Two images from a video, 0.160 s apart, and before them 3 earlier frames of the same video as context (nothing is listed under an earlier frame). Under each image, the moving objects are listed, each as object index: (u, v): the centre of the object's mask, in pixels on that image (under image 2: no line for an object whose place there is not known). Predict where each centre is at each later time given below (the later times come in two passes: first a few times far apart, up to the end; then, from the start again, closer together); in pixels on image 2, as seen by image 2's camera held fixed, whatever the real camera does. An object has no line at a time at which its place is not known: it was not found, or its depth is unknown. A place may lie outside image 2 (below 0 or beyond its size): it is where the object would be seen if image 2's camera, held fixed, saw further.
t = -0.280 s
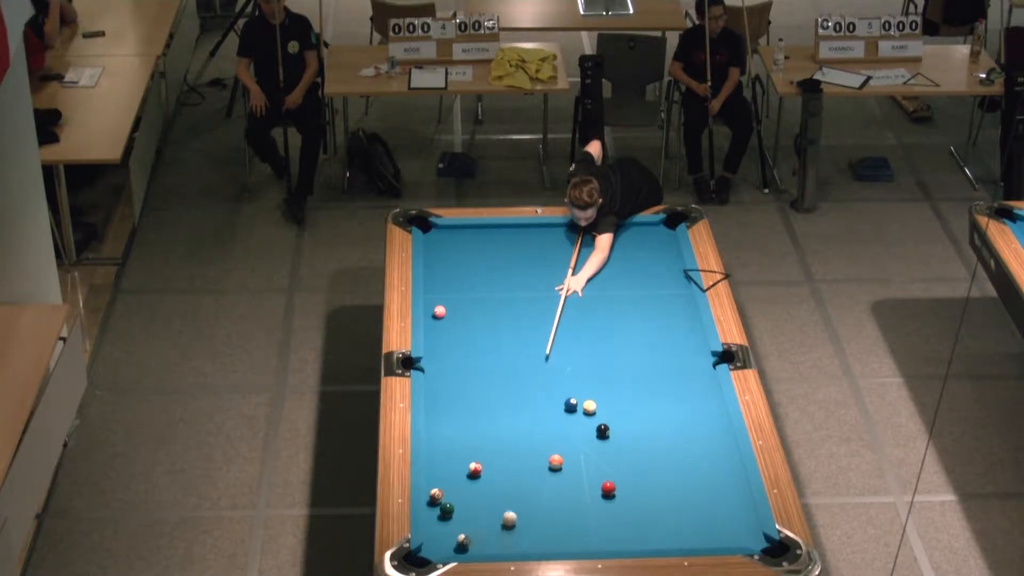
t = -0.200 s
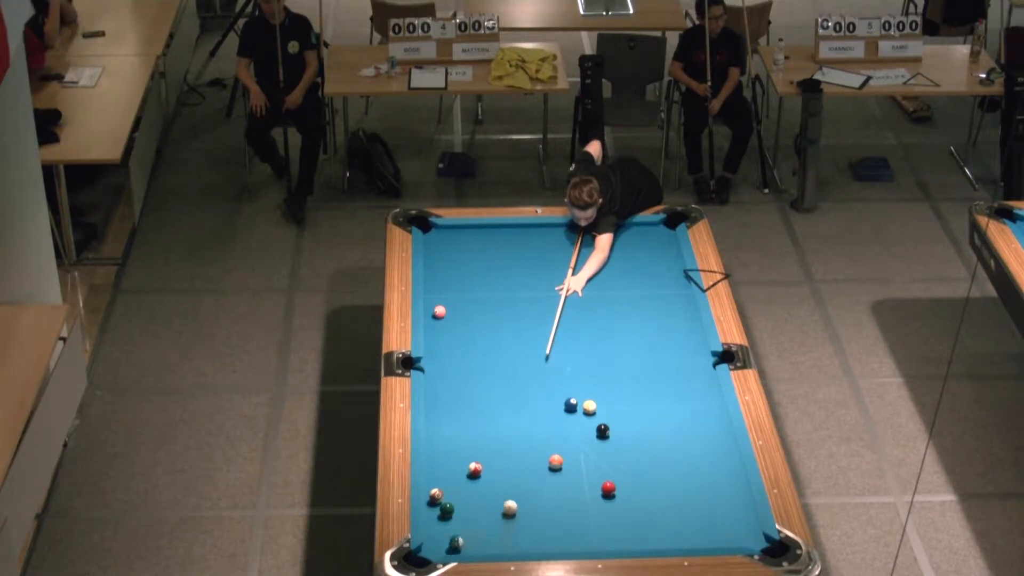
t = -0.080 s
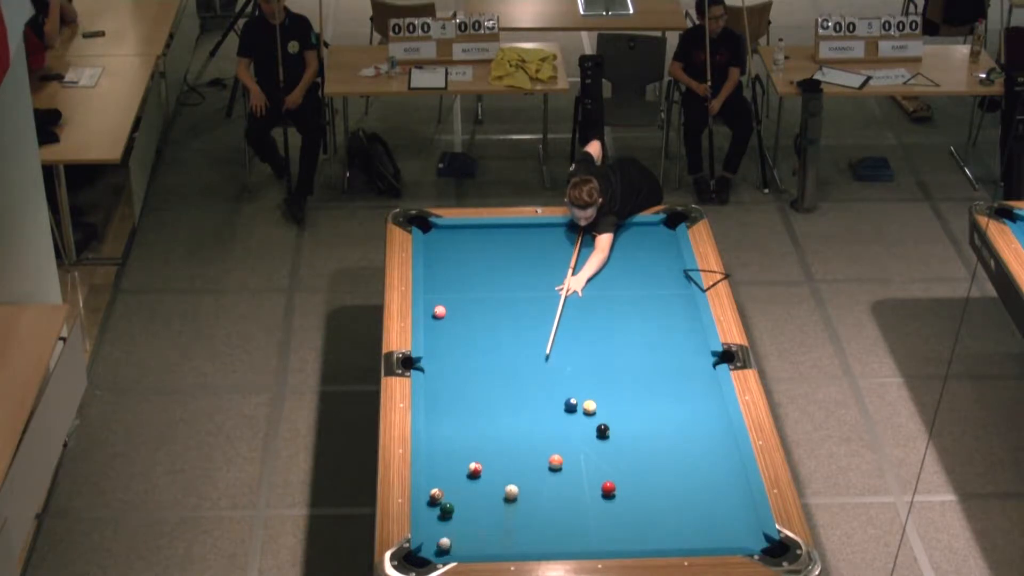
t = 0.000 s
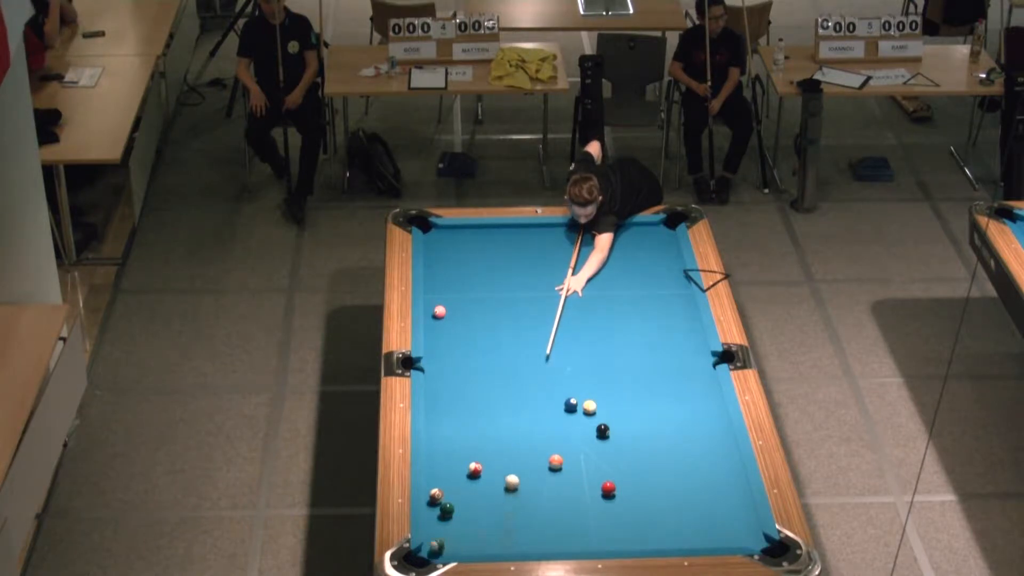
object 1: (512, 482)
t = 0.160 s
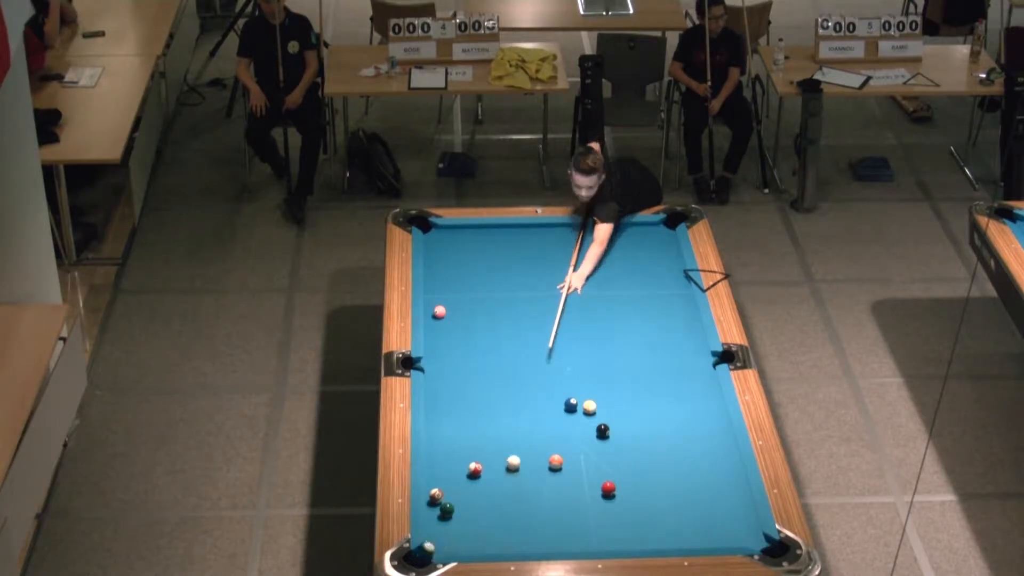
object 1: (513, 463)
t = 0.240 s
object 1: (514, 453)
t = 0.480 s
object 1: (515, 427)
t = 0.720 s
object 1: (518, 402)
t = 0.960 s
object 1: (519, 380)
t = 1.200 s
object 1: (521, 359)
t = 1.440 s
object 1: (522, 339)
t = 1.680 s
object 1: (523, 321)
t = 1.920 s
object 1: (524, 304)
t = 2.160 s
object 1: (526, 288)
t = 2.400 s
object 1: (527, 273)
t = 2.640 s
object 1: (528, 259)
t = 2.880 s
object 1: (529, 246)
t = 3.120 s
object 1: (530, 234)
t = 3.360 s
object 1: (531, 229)
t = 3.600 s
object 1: (533, 235)
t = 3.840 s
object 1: (536, 240)
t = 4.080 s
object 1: (537, 246)
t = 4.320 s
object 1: (539, 251)
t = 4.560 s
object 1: (541, 255)
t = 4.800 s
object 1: (543, 259)
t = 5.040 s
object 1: (544, 263)
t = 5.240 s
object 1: (545, 266)
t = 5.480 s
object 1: (546, 268)
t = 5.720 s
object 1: (546, 271)
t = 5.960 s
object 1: (546, 273)
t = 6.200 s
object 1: (547, 274)
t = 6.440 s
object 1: (547, 275)
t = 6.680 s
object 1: (547, 276)
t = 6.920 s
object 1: (547, 276)
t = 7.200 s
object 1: (547, 276)
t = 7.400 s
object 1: (547, 276)
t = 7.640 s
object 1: (547, 276)
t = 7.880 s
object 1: (547, 276)
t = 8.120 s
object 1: (547, 276)
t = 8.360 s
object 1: (547, 276)
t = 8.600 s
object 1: (547, 276)
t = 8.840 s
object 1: (547, 276)
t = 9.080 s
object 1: (547, 276)
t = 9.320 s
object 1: (547, 276)
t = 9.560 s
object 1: (547, 276)
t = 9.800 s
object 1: (547, 276)
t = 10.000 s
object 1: (547, 276)
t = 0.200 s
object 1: (513, 458)
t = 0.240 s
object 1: (514, 453)
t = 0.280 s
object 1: (514, 449)
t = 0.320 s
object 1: (514, 444)
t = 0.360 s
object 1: (515, 440)
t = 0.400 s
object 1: (515, 436)
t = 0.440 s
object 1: (515, 431)
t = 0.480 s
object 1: (515, 427)
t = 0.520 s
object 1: (516, 423)
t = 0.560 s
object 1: (516, 418)
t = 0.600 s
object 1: (516, 414)
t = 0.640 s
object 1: (517, 410)
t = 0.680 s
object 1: (517, 406)
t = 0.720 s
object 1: (518, 402)
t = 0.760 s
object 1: (518, 398)
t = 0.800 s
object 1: (518, 395)
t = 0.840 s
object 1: (518, 391)
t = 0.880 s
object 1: (518, 387)
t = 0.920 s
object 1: (519, 383)
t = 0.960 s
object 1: (519, 380)
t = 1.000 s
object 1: (519, 376)
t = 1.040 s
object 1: (520, 372)
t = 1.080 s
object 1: (520, 369)
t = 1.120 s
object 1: (520, 366)
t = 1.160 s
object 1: (520, 362)
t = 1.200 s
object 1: (521, 359)
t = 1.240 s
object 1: (521, 355)
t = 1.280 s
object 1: (521, 352)
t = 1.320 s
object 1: (521, 349)
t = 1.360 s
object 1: (521, 345)
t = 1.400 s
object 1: (522, 342)
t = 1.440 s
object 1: (522, 339)
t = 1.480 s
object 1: (522, 336)
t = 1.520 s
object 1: (522, 333)
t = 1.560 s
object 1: (523, 330)
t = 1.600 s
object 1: (523, 327)
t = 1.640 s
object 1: (523, 324)
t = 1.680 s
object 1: (523, 321)
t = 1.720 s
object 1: (523, 318)
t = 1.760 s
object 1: (524, 315)
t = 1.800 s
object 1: (524, 312)
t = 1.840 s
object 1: (524, 310)
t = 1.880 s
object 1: (524, 307)
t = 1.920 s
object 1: (524, 304)
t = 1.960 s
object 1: (525, 301)
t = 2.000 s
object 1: (525, 298)
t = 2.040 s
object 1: (525, 296)
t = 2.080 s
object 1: (525, 293)
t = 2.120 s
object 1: (525, 291)
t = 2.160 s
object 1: (526, 288)
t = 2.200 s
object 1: (526, 285)
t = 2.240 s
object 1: (526, 283)
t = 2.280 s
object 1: (526, 280)
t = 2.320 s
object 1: (526, 277)
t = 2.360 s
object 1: (527, 275)
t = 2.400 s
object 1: (527, 273)
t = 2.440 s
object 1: (527, 271)
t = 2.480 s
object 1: (527, 268)
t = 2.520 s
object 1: (527, 266)
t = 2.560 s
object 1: (527, 264)
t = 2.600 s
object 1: (528, 261)
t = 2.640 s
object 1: (528, 259)
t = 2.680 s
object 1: (528, 257)
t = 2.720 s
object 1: (528, 255)
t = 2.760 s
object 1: (528, 253)
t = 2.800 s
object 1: (528, 251)
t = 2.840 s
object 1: (529, 248)
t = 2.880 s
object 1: (529, 246)
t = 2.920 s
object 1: (529, 244)
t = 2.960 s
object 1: (529, 242)
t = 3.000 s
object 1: (529, 240)
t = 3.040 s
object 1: (530, 238)
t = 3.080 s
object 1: (530, 236)
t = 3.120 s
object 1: (530, 234)
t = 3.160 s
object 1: (530, 232)
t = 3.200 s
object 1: (530, 231)
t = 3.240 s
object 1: (530, 228)
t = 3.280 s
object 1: (531, 227)
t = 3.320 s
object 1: (531, 228)
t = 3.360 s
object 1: (531, 229)
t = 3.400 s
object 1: (531, 230)
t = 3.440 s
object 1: (532, 231)
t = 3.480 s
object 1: (532, 232)
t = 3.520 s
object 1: (533, 233)
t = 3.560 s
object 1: (533, 234)
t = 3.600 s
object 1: (533, 235)
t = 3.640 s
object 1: (534, 235)
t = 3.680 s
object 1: (534, 237)
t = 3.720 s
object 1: (534, 238)
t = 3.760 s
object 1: (535, 238)
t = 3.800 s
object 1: (535, 239)
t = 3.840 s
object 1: (536, 240)
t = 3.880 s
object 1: (536, 241)
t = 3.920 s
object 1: (536, 242)
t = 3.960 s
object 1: (536, 243)
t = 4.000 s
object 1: (537, 244)
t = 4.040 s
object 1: (537, 245)
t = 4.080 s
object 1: (537, 246)
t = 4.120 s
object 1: (538, 246)
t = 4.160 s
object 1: (538, 247)
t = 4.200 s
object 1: (538, 248)
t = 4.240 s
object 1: (539, 249)
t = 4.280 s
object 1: (539, 250)
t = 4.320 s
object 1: (539, 251)
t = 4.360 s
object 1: (539, 251)
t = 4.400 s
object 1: (540, 252)
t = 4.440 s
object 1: (540, 253)
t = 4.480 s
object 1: (540, 254)
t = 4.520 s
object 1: (541, 255)
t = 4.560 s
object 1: (541, 255)
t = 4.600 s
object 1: (541, 256)
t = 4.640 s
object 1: (542, 256)
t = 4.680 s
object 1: (542, 257)
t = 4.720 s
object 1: (542, 258)
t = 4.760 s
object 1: (542, 259)
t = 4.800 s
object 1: (543, 259)
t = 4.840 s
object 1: (543, 260)
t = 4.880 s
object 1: (543, 260)
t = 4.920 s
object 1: (543, 261)
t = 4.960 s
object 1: (544, 262)
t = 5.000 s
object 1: (544, 262)
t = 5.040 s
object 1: (544, 263)
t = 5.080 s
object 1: (544, 264)
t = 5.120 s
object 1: (544, 264)
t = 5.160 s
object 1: (545, 265)
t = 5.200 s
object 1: (545, 265)
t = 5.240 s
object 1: (545, 266)
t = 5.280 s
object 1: (545, 266)
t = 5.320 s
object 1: (545, 267)
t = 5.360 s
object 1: (545, 267)
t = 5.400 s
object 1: (545, 267)
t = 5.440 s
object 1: (545, 268)
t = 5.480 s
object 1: (546, 268)
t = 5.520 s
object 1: (546, 269)
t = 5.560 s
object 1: (546, 269)
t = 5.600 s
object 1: (546, 270)
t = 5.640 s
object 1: (546, 270)
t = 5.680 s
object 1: (546, 270)
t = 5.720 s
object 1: (546, 271)
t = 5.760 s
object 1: (546, 271)
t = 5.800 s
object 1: (546, 271)
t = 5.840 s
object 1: (546, 272)
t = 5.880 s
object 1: (546, 272)
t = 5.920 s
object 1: (546, 272)
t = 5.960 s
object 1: (546, 273)
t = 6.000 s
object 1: (547, 273)
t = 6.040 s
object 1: (547, 273)
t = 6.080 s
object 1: (547, 274)
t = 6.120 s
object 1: (547, 274)
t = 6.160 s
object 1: (547, 274)
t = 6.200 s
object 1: (547, 274)
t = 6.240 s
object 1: (547, 274)
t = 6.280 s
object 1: (547, 275)
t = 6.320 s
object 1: (547, 275)
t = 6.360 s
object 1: (547, 275)
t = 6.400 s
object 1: (547, 275)
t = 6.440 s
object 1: (547, 275)
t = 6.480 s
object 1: (547, 275)
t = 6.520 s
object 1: (547, 275)
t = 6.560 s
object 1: (547, 276)
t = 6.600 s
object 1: (547, 276)
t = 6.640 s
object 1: (547, 276)
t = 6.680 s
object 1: (547, 276)
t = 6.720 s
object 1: (547, 276)
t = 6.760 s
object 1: (547, 276)
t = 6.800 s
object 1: (547, 276)
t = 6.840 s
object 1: (547, 276)
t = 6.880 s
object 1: (547, 276)
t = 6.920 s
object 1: (547, 276)
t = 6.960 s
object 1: (547, 276)
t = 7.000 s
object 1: (547, 276)
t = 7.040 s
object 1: (547, 276)
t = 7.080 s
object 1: (547, 276)
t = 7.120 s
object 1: (547, 276)
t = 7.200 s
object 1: (547, 276)
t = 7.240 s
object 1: (547, 276)
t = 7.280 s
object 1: (547, 276)
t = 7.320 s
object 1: (547, 276)
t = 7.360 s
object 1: (547, 276)
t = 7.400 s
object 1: (547, 276)
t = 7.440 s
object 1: (547, 276)
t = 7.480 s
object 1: (547, 276)
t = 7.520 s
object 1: (547, 276)
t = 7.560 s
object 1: (547, 276)
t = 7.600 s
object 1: (547, 276)
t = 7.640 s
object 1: (547, 276)
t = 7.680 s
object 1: (547, 276)
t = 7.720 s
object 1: (547, 276)
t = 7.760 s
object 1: (547, 276)
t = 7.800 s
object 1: (547, 276)
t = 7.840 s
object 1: (547, 276)
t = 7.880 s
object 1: (547, 276)
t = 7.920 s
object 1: (547, 276)
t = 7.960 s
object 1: (547, 276)
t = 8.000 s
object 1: (547, 276)
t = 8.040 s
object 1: (547, 276)
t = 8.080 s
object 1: (547, 276)
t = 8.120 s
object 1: (547, 276)
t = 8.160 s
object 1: (547, 276)
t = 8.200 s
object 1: (547, 276)
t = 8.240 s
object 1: (547, 276)
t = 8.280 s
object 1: (547, 276)
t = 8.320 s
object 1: (547, 276)
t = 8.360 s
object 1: (547, 276)
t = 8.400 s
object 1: (547, 276)
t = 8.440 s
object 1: (547, 276)
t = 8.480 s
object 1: (547, 276)
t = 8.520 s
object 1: (547, 276)
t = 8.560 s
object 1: (547, 276)
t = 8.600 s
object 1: (547, 276)
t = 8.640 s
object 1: (547, 276)
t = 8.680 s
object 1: (547, 276)
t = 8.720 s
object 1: (547, 276)
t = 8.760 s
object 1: (547, 276)
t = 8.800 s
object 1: (547, 276)
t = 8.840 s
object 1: (547, 276)
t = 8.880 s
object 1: (547, 276)
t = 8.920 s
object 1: (547, 276)
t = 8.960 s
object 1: (547, 276)
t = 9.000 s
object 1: (547, 276)
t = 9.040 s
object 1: (547, 276)
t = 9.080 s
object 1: (547, 276)
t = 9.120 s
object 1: (547, 276)
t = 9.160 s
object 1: (547, 276)
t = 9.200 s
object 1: (547, 276)
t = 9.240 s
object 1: (547, 276)
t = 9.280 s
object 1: (547, 276)
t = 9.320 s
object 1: (547, 276)
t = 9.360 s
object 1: (547, 276)
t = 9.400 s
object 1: (547, 276)
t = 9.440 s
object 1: (547, 276)
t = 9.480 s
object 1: (547, 276)
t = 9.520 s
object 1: (547, 276)
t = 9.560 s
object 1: (547, 276)
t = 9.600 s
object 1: (547, 276)
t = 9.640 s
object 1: (547, 276)
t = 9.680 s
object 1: (547, 276)
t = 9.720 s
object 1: (547, 276)
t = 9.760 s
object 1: (547, 276)
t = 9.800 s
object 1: (547, 276)
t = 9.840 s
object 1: (547, 276)
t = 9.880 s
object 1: (547, 276)
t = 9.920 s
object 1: (547, 276)
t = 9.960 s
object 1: (547, 276)
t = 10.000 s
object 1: (547, 276)
